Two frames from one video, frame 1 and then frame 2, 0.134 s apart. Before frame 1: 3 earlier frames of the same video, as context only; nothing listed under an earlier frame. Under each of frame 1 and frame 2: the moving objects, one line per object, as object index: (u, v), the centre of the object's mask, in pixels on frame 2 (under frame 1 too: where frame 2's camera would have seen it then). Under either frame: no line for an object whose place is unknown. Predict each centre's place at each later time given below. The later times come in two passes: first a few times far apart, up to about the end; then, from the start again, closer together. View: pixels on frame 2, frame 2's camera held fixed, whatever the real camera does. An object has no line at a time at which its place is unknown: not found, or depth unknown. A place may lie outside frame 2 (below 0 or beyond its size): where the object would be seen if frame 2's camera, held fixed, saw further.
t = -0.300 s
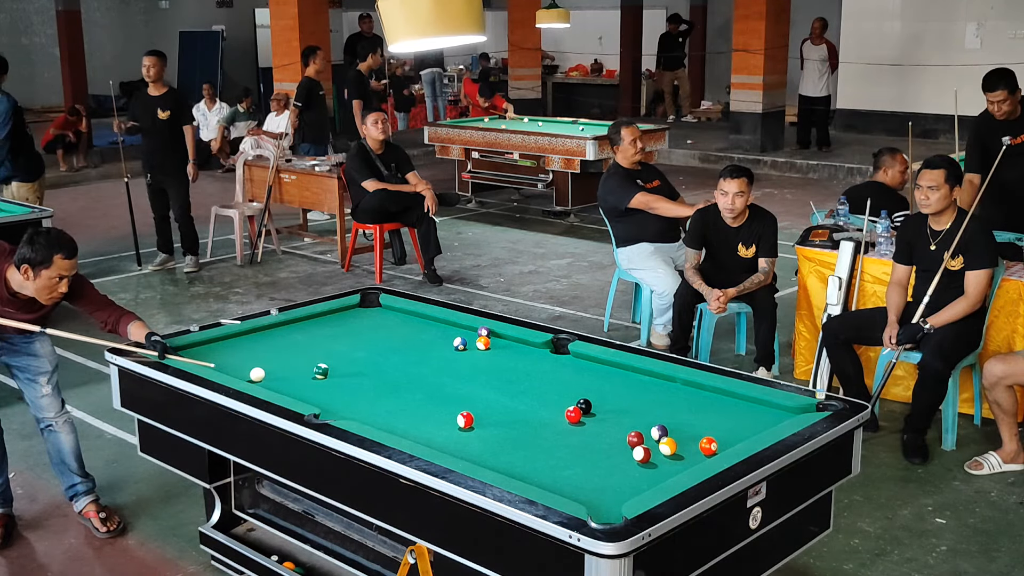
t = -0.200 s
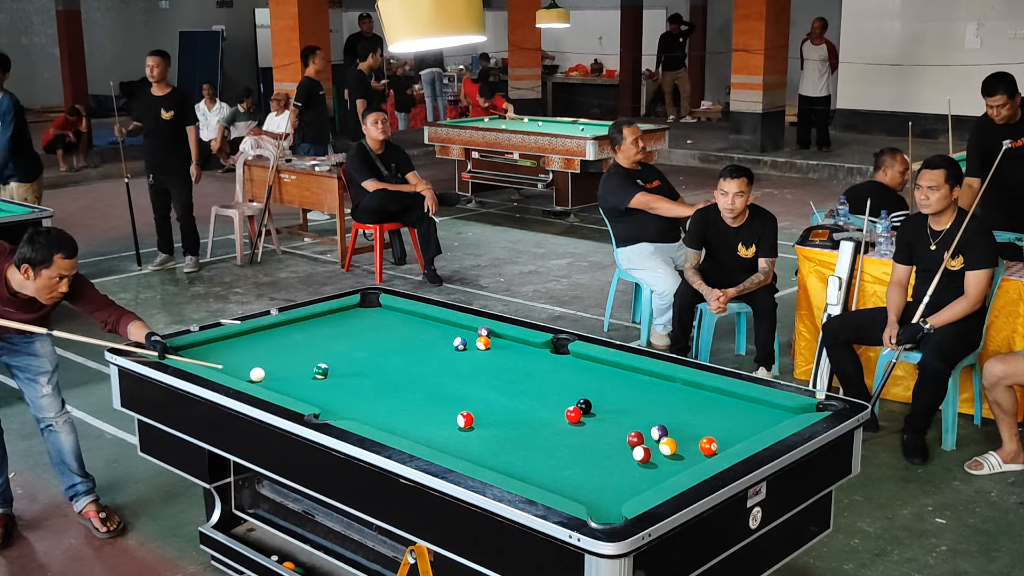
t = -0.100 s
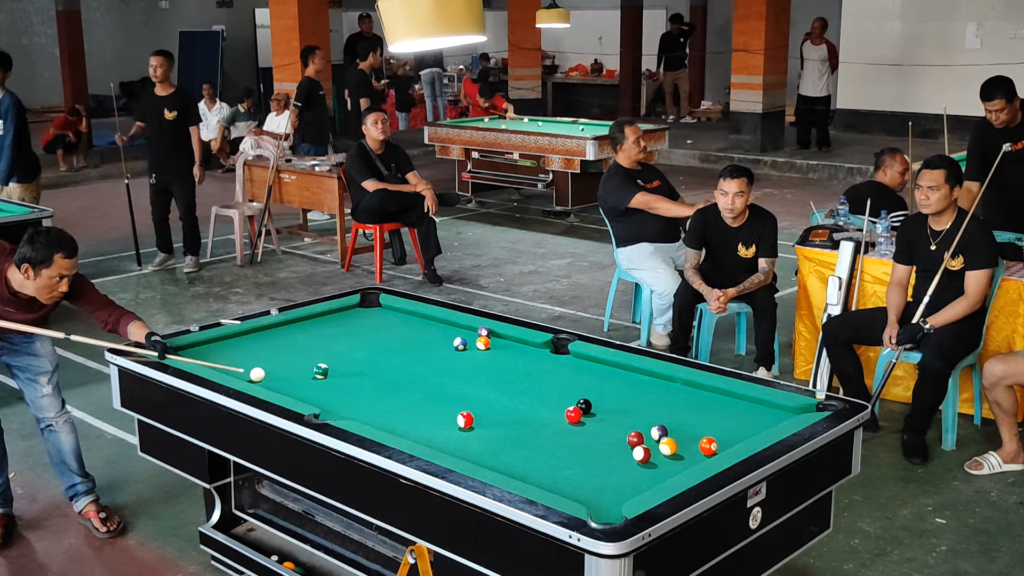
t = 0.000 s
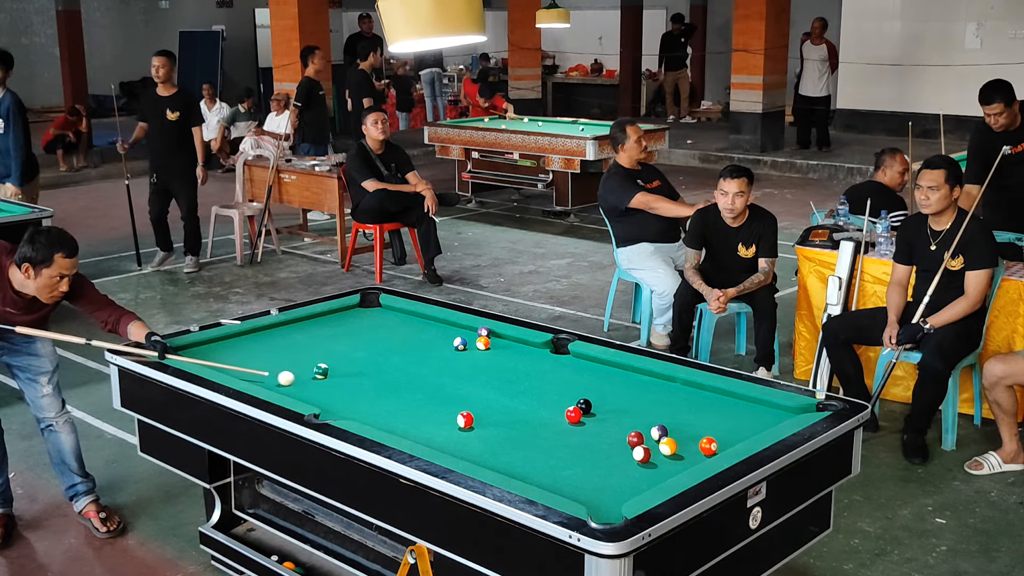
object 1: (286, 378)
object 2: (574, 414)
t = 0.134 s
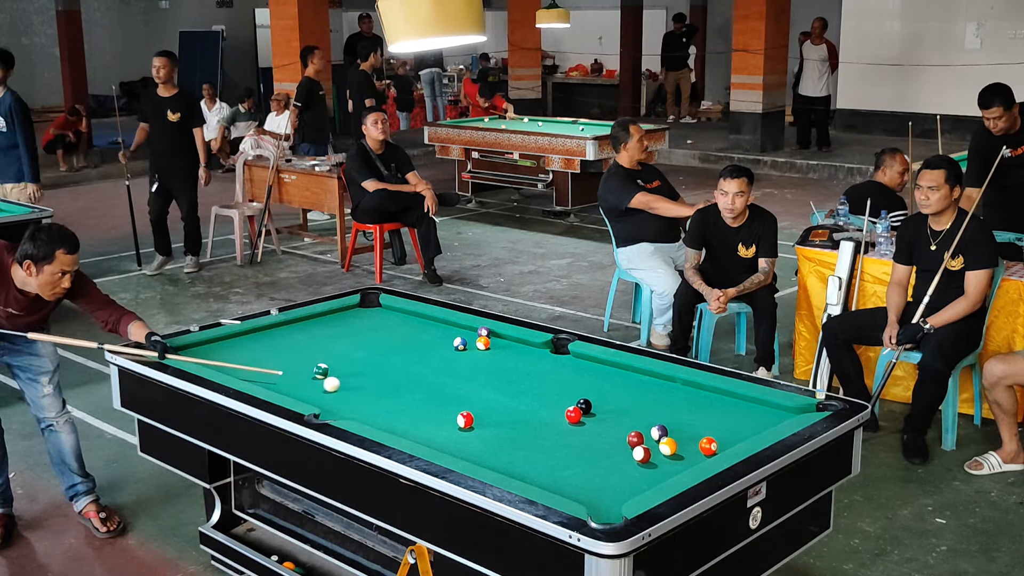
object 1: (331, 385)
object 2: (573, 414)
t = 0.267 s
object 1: (377, 390)
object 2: (573, 414)
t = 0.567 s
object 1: (483, 404)
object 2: (574, 414)
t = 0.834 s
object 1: (558, 417)
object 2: (592, 415)
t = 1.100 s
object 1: (576, 428)
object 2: (652, 417)
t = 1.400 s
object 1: (595, 439)
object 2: (716, 420)
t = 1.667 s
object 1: (611, 449)
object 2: (770, 421)
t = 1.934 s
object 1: (625, 457)
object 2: (771, 414)
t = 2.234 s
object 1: (639, 466)
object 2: (760, 404)
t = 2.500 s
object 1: (650, 473)
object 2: (747, 401)
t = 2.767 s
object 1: (658, 478)
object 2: (735, 400)
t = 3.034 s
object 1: (659, 479)
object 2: (725, 400)
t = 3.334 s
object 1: (654, 480)
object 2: (719, 399)
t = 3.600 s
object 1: (653, 481)
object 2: (717, 399)
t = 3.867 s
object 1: (653, 481)
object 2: (718, 399)
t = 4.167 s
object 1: (653, 481)
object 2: (719, 399)
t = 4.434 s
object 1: (653, 481)
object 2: (719, 399)
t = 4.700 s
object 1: (653, 481)
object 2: (719, 399)
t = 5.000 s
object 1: (653, 481)
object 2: (719, 399)
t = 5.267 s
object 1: (653, 481)
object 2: (719, 399)
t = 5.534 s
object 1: (653, 481)
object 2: (719, 399)
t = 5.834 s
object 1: (653, 481)
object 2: (719, 399)
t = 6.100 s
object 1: (653, 481)
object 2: (719, 399)
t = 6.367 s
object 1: (653, 481)
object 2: (719, 399)
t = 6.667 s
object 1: (653, 481)
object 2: (719, 399)
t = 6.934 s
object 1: (653, 480)
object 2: (719, 399)
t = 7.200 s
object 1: (653, 481)
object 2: (719, 399)
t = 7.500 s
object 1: (653, 481)
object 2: (719, 399)
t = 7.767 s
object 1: (653, 481)
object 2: (719, 399)
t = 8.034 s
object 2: (719, 399)
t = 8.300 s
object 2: (719, 399)
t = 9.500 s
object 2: (719, 399)
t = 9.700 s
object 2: (719, 399)
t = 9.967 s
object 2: (719, 399)
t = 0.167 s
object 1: (343, 386)
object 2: (574, 415)
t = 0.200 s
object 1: (354, 387)
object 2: (573, 414)
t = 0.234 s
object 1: (366, 389)
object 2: (573, 414)
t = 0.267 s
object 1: (377, 390)
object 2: (573, 414)
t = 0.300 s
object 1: (389, 392)
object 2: (573, 414)
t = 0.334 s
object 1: (400, 393)
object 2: (573, 414)
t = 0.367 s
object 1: (412, 395)
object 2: (573, 414)
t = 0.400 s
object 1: (424, 397)
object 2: (573, 414)
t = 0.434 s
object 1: (436, 398)
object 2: (573, 414)
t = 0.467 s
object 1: (447, 400)
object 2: (573, 414)
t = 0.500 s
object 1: (459, 401)
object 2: (574, 414)
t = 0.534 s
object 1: (471, 403)
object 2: (573, 414)
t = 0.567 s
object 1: (483, 404)
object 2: (574, 414)
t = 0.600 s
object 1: (495, 406)
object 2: (573, 414)
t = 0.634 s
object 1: (507, 408)
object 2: (573, 414)
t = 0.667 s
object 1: (519, 409)
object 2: (574, 414)
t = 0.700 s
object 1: (531, 411)
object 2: (574, 414)
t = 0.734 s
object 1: (543, 413)
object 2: (573, 414)
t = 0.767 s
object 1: (555, 414)
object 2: (574, 414)
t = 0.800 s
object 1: (557, 416)
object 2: (582, 415)
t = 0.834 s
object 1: (558, 417)
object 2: (592, 415)
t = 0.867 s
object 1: (560, 418)
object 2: (600, 415)
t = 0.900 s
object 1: (562, 420)
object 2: (607, 416)
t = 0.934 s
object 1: (564, 421)
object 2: (615, 416)
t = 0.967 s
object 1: (567, 423)
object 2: (623, 416)
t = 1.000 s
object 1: (569, 424)
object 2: (630, 416)
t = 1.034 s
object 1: (571, 425)
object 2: (637, 417)
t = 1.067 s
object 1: (573, 426)
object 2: (645, 417)
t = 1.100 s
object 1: (576, 428)
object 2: (652, 417)
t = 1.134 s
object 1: (578, 429)
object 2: (659, 417)
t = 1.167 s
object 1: (580, 430)
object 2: (667, 418)
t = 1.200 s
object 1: (582, 431)
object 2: (674, 418)
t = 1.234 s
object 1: (584, 433)
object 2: (681, 419)
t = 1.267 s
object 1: (586, 434)
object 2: (688, 419)
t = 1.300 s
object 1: (589, 436)
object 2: (695, 419)
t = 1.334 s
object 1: (591, 437)
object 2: (702, 419)
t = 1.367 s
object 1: (593, 438)
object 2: (709, 420)
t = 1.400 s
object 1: (595, 439)
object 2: (716, 420)
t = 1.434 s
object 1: (597, 440)
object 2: (723, 420)
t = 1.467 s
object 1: (599, 442)
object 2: (730, 421)
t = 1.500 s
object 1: (601, 443)
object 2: (737, 421)
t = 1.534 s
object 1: (603, 444)
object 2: (744, 421)
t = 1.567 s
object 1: (605, 445)
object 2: (751, 421)
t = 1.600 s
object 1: (607, 446)
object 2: (757, 422)
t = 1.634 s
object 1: (609, 447)
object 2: (764, 422)
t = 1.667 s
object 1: (611, 449)
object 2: (770, 421)
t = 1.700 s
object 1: (613, 450)
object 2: (776, 420)
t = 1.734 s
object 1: (614, 451)
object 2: (778, 420)
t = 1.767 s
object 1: (616, 452)
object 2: (777, 419)
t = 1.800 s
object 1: (618, 453)
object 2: (776, 418)
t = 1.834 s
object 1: (620, 454)
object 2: (775, 418)
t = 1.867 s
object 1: (622, 455)
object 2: (774, 417)
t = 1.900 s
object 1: (623, 456)
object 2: (772, 416)
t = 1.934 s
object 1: (625, 457)
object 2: (771, 414)
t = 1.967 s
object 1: (627, 458)
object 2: (769, 413)
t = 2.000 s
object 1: (628, 459)
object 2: (768, 412)
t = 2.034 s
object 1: (630, 461)
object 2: (767, 411)
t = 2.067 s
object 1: (632, 461)
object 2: (766, 410)
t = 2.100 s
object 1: (633, 462)
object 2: (764, 408)
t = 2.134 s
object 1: (635, 463)
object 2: (763, 407)
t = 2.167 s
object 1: (636, 464)
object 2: (762, 406)
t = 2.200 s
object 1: (638, 465)
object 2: (761, 405)
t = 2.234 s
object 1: (639, 466)
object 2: (760, 404)
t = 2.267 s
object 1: (641, 467)
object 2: (759, 403)
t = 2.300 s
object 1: (642, 468)
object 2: (758, 402)
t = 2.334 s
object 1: (643, 469)
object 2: (756, 401)
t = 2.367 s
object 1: (645, 469)
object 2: (754, 401)
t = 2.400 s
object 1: (646, 470)
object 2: (753, 401)
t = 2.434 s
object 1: (648, 471)
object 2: (751, 401)
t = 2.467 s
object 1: (649, 472)
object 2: (749, 401)
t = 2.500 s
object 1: (650, 473)
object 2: (747, 401)
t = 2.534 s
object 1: (651, 473)
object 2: (745, 401)
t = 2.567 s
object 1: (652, 474)
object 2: (744, 401)
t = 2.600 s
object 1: (653, 475)
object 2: (742, 401)
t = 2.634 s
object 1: (654, 476)
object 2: (740, 400)
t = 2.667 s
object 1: (655, 476)
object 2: (739, 400)
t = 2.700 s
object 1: (656, 477)
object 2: (737, 400)
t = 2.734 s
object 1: (657, 477)
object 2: (736, 400)
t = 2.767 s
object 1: (658, 478)
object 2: (735, 400)
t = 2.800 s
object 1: (659, 478)
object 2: (733, 400)
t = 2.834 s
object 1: (659, 478)
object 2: (732, 400)
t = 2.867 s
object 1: (660, 478)
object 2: (731, 400)
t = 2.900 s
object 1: (660, 479)
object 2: (729, 400)
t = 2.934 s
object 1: (661, 479)
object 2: (728, 400)
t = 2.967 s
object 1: (660, 479)
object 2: (727, 400)
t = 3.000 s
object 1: (660, 479)
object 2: (726, 400)
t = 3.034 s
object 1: (659, 479)
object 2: (725, 400)
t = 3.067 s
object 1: (658, 479)
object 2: (725, 400)
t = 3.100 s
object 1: (658, 480)
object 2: (724, 400)
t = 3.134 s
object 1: (657, 480)
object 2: (723, 400)
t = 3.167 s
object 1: (656, 480)
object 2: (722, 400)
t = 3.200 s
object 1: (656, 480)
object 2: (721, 400)
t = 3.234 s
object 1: (656, 480)
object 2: (720, 400)
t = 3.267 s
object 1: (655, 480)
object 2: (720, 400)
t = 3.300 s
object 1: (655, 480)
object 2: (719, 400)
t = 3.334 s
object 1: (654, 480)
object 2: (719, 399)
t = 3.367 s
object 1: (654, 480)
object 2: (718, 399)
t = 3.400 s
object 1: (654, 480)
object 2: (718, 399)
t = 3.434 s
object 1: (654, 480)
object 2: (717, 399)
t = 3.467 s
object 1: (654, 480)
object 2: (717, 399)
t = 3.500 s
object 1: (654, 480)
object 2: (717, 399)
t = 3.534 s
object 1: (653, 480)
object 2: (717, 399)
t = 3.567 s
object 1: (653, 481)
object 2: (717, 399)
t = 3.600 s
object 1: (653, 481)
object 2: (717, 399)
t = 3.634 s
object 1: (653, 481)
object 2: (717, 399)
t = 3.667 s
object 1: (653, 481)
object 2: (717, 399)
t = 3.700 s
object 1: (653, 481)
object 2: (717, 399)
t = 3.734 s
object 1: (653, 481)
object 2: (717, 399)
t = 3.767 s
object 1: (653, 481)
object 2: (718, 399)
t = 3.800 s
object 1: (653, 480)
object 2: (718, 399)
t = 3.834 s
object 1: (653, 481)
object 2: (718, 399)
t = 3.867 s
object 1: (653, 481)
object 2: (718, 399)
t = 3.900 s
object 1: (653, 481)
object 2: (719, 399)
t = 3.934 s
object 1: (653, 481)
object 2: (719, 399)
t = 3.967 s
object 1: (653, 480)
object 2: (719, 400)
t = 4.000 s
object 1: (653, 481)
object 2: (719, 400)
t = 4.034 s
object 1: (653, 481)
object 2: (719, 399)
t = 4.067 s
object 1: (653, 481)
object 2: (719, 399)
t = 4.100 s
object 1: (653, 481)
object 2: (719, 399)
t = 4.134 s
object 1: (653, 481)
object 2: (719, 400)
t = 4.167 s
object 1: (653, 481)
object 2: (719, 399)
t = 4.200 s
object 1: (653, 481)
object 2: (719, 400)
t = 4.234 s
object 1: (653, 481)
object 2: (719, 399)
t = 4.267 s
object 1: (653, 481)
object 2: (719, 399)
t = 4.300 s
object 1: (653, 481)
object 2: (719, 399)
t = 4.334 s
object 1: (653, 481)
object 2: (719, 399)
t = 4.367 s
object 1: (653, 480)
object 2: (719, 399)
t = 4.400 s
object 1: (653, 481)
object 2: (719, 399)
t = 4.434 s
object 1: (653, 481)
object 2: (719, 399)
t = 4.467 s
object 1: (653, 480)
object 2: (719, 399)
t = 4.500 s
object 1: (653, 480)
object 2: (719, 399)
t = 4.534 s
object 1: (653, 481)
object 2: (719, 399)
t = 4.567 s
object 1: (653, 481)
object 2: (719, 399)
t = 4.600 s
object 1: (653, 481)
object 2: (719, 399)
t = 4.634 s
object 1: (653, 481)
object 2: (719, 399)
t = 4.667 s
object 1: (653, 481)
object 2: (719, 399)
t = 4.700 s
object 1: (653, 481)
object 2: (719, 399)
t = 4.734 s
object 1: (653, 481)
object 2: (719, 399)
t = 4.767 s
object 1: (653, 481)
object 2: (719, 399)
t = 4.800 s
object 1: (653, 481)
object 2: (719, 399)
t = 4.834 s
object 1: (653, 481)
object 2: (719, 399)
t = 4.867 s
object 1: (653, 481)
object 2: (719, 399)
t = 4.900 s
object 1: (653, 481)
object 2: (719, 399)
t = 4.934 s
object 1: (653, 481)
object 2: (719, 399)
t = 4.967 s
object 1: (653, 481)
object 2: (719, 399)
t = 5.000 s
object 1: (653, 481)
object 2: (719, 399)
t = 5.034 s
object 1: (653, 481)
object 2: (719, 399)
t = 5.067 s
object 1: (653, 481)
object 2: (719, 399)
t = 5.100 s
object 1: (653, 481)
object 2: (719, 399)
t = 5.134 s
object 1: (653, 481)
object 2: (719, 399)
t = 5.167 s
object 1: (653, 481)
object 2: (719, 399)
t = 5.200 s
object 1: (653, 481)
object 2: (719, 399)
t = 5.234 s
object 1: (653, 481)
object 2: (719, 399)
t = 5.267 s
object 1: (653, 481)
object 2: (719, 399)
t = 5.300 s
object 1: (653, 481)
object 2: (719, 399)
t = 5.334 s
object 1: (653, 481)
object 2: (719, 399)
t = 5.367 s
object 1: (653, 481)
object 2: (719, 399)
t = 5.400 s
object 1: (653, 481)
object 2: (719, 399)
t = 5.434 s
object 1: (653, 481)
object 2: (719, 399)
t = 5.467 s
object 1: (653, 481)
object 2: (719, 399)
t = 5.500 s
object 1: (653, 481)
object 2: (719, 399)
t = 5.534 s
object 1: (653, 481)
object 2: (719, 399)
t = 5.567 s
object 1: (653, 481)
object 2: (719, 399)
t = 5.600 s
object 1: (653, 481)
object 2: (719, 399)
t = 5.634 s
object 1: (653, 481)
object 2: (719, 399)
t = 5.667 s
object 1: (653, 481)
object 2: (719, 399)
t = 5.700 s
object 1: (653, 481)
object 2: (719, 399)
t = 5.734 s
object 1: (653, 481)
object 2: (719, 399)
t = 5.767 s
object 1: (653, 481)
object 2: (719, 399)
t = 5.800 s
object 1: (653, 481)
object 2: (719, 399)
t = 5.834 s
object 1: (653, 481)
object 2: (719, 399)
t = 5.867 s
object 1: (653, 481)
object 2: (719, 399)
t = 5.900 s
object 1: (653, 481)
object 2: (719, 399)
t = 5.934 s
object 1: (653, 481)
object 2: (719, 399)
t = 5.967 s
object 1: (653, 481)
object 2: (719, 399)
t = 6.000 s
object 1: (653, 481)
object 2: (719, 399)
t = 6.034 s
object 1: (653, 481)
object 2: (719, 399)
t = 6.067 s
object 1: (653, 481)
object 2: (719, 399)
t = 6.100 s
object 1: (653, 481)
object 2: (719, 399)
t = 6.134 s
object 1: (653, 481)
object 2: (719, 399)
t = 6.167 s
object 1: (653, 481)
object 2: (719, 399)
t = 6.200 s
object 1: (653, 480)
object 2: (719, 399)
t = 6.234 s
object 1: (653, 481)
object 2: (719, 399)
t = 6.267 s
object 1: (653, 481)
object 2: (719, 399)
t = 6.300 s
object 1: (653, 481)
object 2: (719, 399)
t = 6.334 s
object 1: (653, 481)
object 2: (719, 399)
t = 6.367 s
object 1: (653, 481)
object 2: (719, 399)
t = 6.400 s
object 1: (653, 481)
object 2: (719, 399)
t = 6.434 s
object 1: (653, 481)
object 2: (719, 399)
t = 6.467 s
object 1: (653, 481)
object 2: (719, 399)
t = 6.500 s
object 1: (653, 481)
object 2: (719, 399)
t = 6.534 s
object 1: (653, 481)
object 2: (719, 399)
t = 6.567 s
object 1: (653, 481)
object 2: (719, 399)
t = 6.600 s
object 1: (653, 481)
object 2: (719, 399)
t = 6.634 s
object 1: (653, 481)
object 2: (719, 399)
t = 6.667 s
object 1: (653, 481)
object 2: (719, 399)
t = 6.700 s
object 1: (653, 481)
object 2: (719, 399)
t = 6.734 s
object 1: (653, 481)
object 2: (719, 399)
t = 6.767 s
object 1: (653, 481)
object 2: (719, 399)
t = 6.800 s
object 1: (653, 481)
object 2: (719, 399)
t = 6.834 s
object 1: (653, 481)
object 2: (719, 399)
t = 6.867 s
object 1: (653, 481)
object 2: (719, 399)
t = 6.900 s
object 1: (653, 481)
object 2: (719, 399)
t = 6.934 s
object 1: (653, 480)
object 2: (719, 399)
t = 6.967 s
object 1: (653, 481)
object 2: (719, 399)
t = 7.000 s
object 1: (653, 480)
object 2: (719, 399)
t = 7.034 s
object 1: (653, 481)
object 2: (719, 399)
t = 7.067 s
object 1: (653, 481)
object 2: (719, 399)
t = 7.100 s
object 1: (653, 480)
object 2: (719, 399)
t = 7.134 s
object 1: (653, 481)
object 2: (719, 399)
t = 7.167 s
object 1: (653, 481)
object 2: (719, 399)
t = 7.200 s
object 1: (653, 481)
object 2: (719, 399)
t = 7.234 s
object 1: (653, 481)
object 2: (719, 399)
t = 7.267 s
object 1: (653, 481)
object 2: (719, 399)
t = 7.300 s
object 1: (653, 481)
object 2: (719, 399)
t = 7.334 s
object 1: (653, 481)
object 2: (719, 399)
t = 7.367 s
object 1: (653, 481)
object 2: (719, 399)
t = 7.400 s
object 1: (653, 481)
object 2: (719, 399)
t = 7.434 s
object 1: (653, 481)
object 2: (719, 399)
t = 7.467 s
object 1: (653, 481)
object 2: (719, 399)
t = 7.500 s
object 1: (653, 481)
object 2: (719, 399)
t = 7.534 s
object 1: (653, 481)
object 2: (719, 399)
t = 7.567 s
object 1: (653, 481)
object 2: (719, 399)
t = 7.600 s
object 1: (653, 481)
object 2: (719, 399)
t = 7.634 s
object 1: (653, 481)
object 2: (719, 399)
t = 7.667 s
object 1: (653, 481)
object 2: (719, 399)
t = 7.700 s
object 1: (653, 481)
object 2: (719, 399)
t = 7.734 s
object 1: (653, 481)
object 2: (719, 399)
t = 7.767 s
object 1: (653, 481)
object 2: (719, 399)
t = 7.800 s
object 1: (653, 481)
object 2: (719, 399)
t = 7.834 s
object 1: (653, 481)
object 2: (719, 399)
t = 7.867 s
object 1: (653, 481)
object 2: (719, 399)
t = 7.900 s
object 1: (653, 481)
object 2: (719, 399)
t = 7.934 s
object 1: (653, 481)
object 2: (719, 399)
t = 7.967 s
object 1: (653, 481)
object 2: (719, 399)
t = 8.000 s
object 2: (719, 399)
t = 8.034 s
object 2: (719, 399)
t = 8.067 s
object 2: (719, 399)
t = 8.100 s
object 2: (719, 399)
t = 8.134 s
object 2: (719, 399)
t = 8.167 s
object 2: (719, 399)
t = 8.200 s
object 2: (719, 399)
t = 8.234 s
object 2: (719, 399)
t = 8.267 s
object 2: (719, 399)
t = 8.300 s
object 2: (719, 399)
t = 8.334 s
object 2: (719, 399)
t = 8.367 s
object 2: (719, 399)
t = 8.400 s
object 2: (719, 399)
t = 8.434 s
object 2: (717, 399)
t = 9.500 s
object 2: (719, 399)
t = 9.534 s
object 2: (719, 399)
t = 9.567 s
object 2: (719, 399)
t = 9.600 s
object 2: (719, 399)
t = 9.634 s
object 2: (719, 399)
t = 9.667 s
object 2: (719, 399)
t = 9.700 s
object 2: (719, 399)
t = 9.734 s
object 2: (719, 399)
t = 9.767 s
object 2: (719, 399)
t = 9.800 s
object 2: (719, 399)
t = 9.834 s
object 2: (719, 399)
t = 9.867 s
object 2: (719, 399)
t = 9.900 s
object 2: (719, 399)
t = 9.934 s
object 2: (719, 399)
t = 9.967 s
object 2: (719, 399)
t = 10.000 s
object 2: (719, 399)
